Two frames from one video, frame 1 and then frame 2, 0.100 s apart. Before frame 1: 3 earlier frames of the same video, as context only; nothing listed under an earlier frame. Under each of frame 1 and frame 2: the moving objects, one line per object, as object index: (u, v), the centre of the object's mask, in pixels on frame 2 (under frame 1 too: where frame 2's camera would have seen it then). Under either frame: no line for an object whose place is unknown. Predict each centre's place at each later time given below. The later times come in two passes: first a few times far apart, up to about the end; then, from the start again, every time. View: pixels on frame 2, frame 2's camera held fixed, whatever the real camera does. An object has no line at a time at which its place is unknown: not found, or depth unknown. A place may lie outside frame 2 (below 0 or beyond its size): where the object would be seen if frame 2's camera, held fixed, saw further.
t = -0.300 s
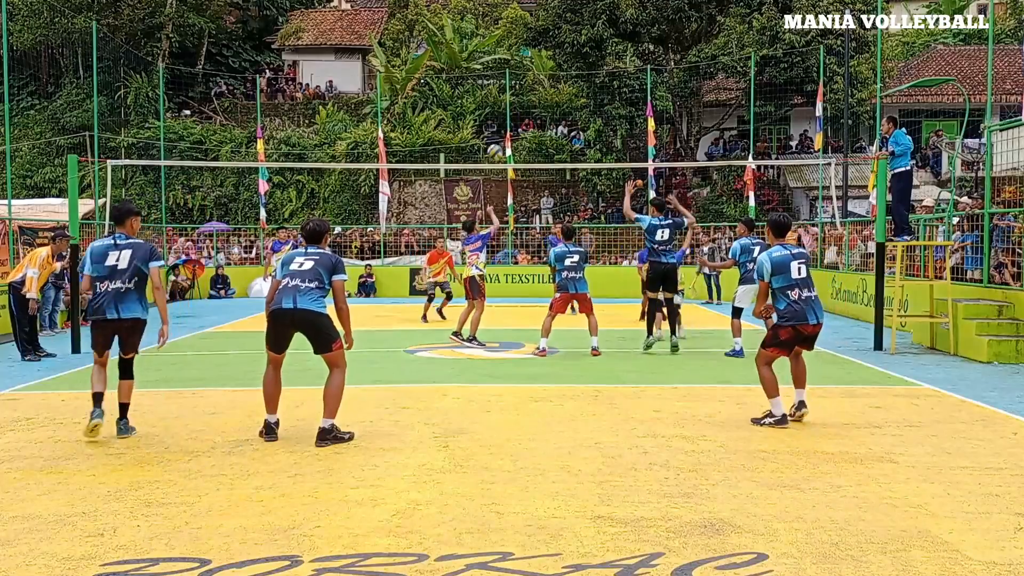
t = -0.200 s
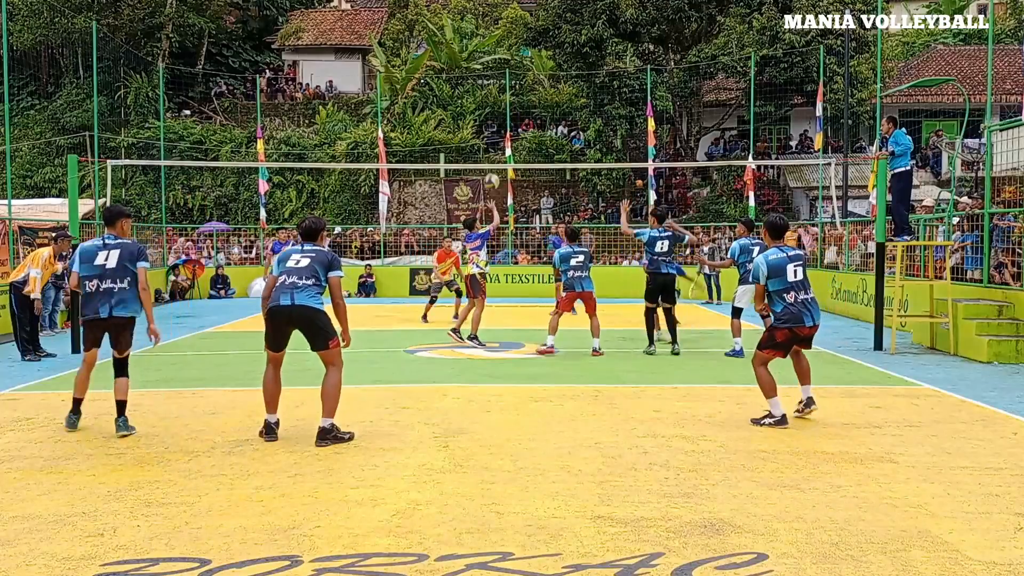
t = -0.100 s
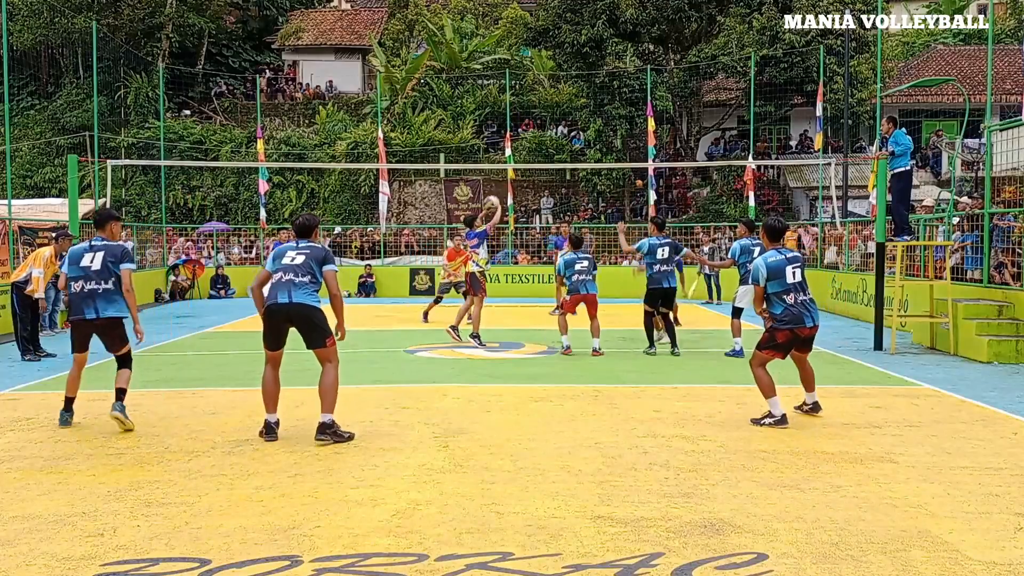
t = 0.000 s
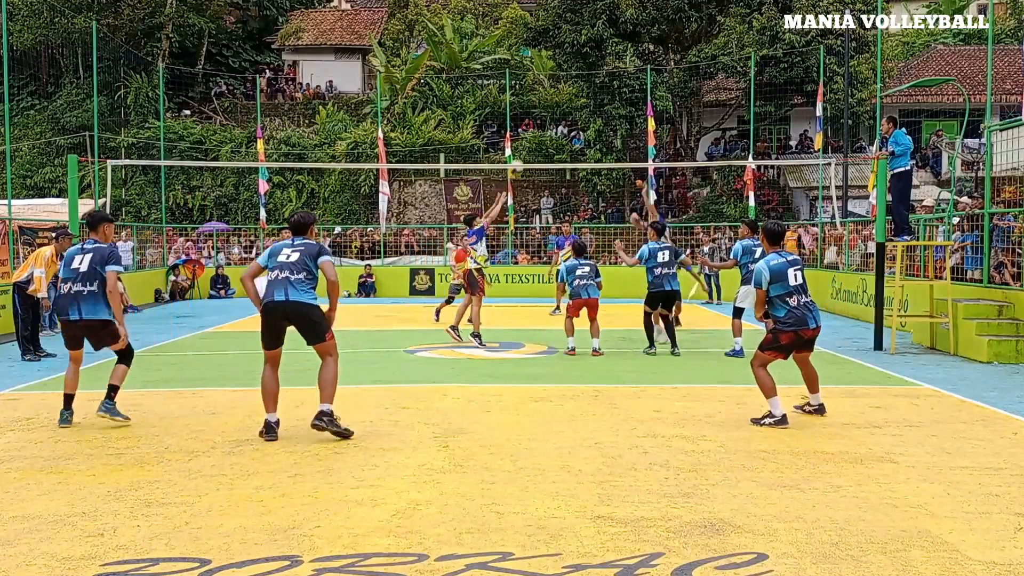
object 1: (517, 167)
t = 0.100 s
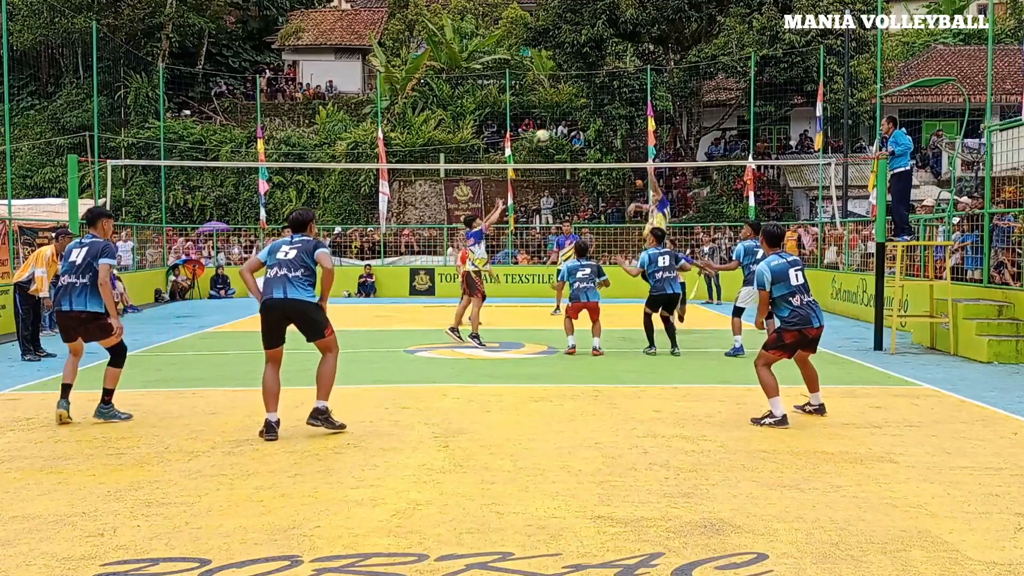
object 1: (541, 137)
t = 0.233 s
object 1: (574, 109)
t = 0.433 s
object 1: (623, 92)
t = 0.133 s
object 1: (550, 127)
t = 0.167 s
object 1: (558, 121)
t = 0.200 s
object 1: (567, 115)
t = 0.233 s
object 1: (574, 109)
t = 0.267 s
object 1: (583, 104)
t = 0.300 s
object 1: (592, 100)
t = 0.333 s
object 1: (599, 96)
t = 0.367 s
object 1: (607, 94)
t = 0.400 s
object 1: (615, 93)
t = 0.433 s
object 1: (623, 92)
